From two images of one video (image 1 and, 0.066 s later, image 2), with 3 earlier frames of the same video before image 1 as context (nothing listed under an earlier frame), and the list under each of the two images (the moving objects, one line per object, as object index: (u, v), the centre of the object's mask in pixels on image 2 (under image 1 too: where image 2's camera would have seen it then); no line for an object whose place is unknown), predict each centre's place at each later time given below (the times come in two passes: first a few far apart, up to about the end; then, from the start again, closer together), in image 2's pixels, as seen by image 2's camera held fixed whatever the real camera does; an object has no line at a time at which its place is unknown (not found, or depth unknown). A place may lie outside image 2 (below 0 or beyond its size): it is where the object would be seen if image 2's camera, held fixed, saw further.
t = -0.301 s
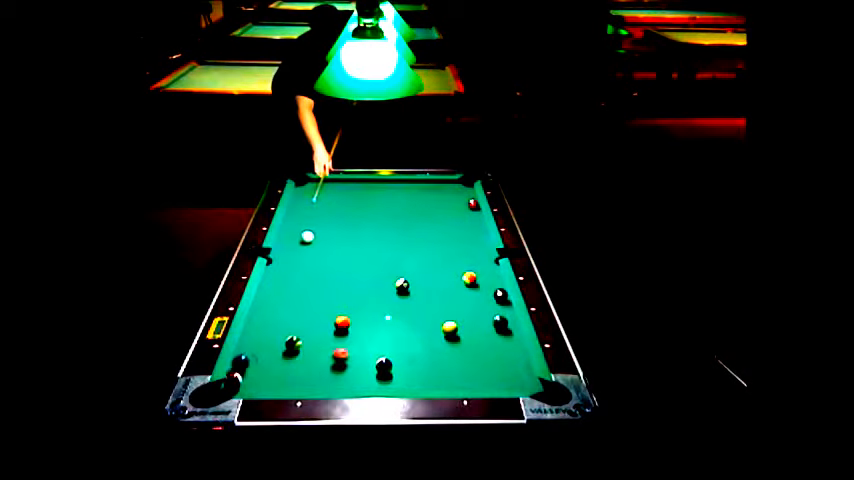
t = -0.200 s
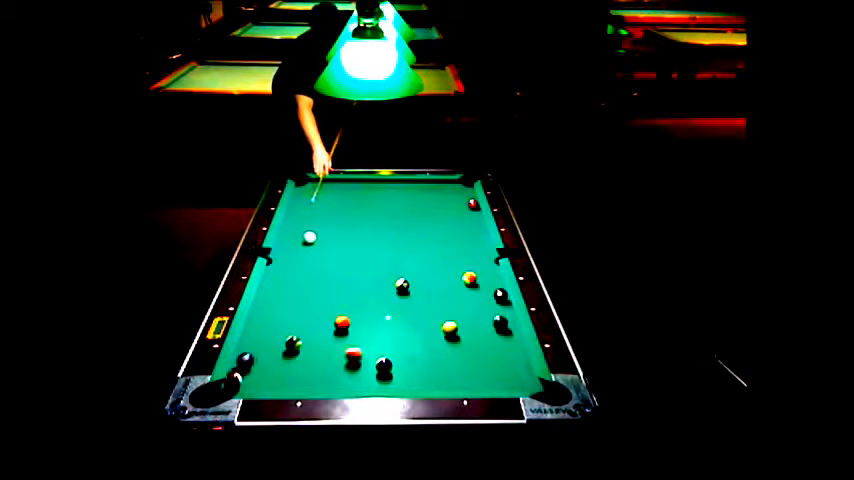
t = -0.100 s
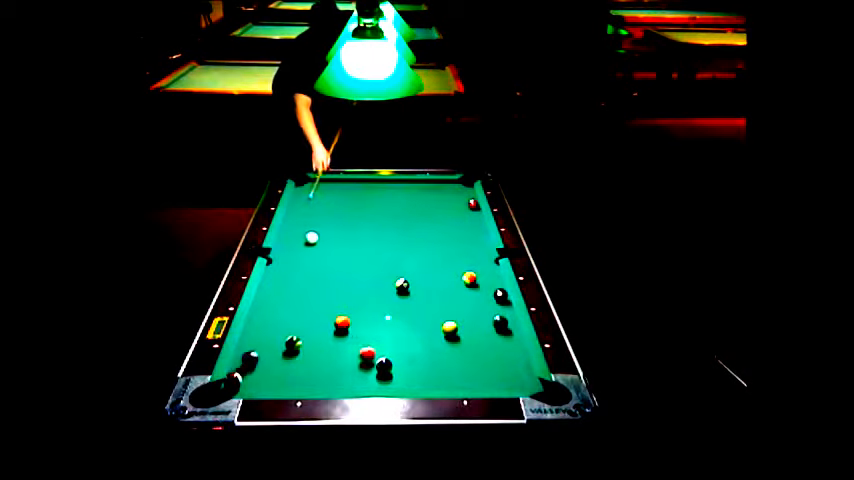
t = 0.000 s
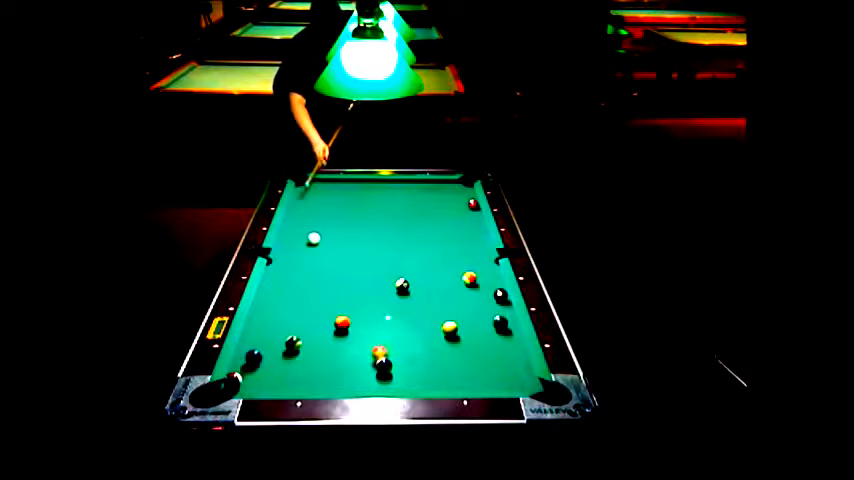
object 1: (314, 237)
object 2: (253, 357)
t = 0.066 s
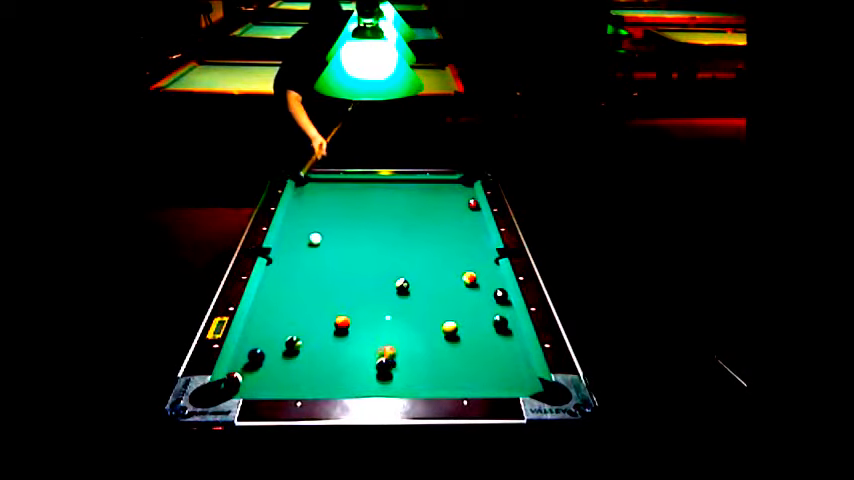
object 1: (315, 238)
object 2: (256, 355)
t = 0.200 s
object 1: (318, 238)
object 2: (261, 353)
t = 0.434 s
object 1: (321, 239)
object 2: (268, 350)
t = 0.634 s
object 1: (324, 240)
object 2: (273, 347)
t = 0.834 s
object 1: (325, 241)
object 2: (277, 346)
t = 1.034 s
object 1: (327, 241)
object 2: (277, 345)
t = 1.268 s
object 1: (327, 241)
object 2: (278, 346)
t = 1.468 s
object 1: (327, 241)
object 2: (278, 346)
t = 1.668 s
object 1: (327, 241)
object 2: (278, 345)
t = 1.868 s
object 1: (327, 241)
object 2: (278, 345)
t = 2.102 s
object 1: (327, 241)
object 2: (278, 345)
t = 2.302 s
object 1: (327, 241)
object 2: (278, 345)
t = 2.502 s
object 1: (327, 241)
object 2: (278, 346)
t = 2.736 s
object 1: (327, 241)
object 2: (278, 346)
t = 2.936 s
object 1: (327, 241)
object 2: (278, 346)
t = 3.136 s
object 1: (327, 241)
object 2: (278, 346)
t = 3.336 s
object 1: (327, 241)
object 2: (278, 346)
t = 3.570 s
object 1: (327, 241)
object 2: (278, 346)
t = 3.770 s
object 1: (327, 241)
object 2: (278, 346)
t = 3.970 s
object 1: (327, 241)
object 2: (278, 346)
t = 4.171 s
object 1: (327, 241)
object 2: (278, 346)
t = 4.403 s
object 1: (327, 241)
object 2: (278, 346)
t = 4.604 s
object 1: (327, 241)
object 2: (278, 346)
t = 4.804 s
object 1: (327, 241)
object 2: (278, 346)
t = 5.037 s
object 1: (327, 241)
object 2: (278, 346)
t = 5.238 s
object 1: (327, 241)
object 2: (278, 346)
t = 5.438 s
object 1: (327, 241)
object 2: (278, 346)
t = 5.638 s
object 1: (327, 241)
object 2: (278, 346)
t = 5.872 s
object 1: (327, 241)
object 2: (278, 346)
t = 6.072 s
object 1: (327, 241)
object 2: (278, 346)
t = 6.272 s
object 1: (327, 241)
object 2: (278, 346)
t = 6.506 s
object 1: (327, 241)
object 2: (278, 346)
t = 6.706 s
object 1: (327, 241)
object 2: (278, 346)
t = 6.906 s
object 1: (327, 241)
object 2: (278, 346)
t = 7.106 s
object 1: (327, 241)
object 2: (278, 346)
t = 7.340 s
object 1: (327, 241)
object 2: (278, 346)
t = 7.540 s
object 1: (327, 241)
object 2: (278, 346)
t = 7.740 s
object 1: (327, 241)
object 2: (278, 346)
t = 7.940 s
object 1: (327, 241)
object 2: (278, 346)
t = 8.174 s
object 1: (327, 241)
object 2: (278, 346)
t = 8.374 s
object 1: (327, 241)
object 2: (278, 346)
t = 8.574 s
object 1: (327, 241)
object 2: (278, 346)
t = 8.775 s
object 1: (327, 241)
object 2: (278, 346)
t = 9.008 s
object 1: (327, 241)
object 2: (278, 346)
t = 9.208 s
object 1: (327, 241)
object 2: (278, 346)
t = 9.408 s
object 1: (327, 241)
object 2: (278, 346)
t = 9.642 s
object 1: (327, 241)
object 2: (278, 346)
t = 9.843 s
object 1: (327, 241)
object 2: (278, 346)
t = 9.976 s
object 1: (327, 241)
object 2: (278, 346)
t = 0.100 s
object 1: (316, 238)
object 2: (257, 355)
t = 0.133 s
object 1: (317, 238)
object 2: (258, 354)
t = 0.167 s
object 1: (317, 238)
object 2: (260, 354)
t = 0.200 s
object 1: (318, 238)
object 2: (261, 353)
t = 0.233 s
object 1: (318, 239)
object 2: (262, 353)
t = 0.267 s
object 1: (319, 239)
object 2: (263, 352)
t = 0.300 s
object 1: (319, 239)
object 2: (264, 351)
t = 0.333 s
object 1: (320, 239)
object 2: (265, 351)
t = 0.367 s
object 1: (320, 239)
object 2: (266, 351)
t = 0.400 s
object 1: (321, 239)
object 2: (267, 350)
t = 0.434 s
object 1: (321, 239)
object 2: (268, 350)
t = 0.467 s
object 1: (322, 239)
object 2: (269, 349)
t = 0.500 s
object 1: (322, 240)
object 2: (271, 349)
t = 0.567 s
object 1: (323, 240)
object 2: (272, 349)
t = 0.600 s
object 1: (323, 240)
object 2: (273, 348)
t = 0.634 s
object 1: (324, 240)
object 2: (273, 347)
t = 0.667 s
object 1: (324, 240)
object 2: (274, 348)
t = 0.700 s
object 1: (324, 240)
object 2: (275, 347)
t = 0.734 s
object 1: (325, 240)
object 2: (276, 347)
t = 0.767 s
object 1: (325, 240)
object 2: (276, 346)
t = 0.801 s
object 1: (325, 241)
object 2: (276, 346)
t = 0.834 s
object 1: (325, 241)
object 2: (277, 346)
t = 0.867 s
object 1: (326, 241)
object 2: (277, 346)
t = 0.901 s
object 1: (326, 241)
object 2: (277, 346)
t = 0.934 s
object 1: (326, 241)
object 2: (277, 346)
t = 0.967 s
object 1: (326, 241)
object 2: (277, 346)
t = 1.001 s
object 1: (326, 241)
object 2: (277, 345)
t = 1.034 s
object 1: (327, 241)
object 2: (277, 345)
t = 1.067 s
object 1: (327, 241)
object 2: (277, 345)
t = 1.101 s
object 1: (327, 241)
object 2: (277, 345)
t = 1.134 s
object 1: (327, 241)
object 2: (278, 346)
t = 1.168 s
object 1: (327, 241)
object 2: (278, 346)
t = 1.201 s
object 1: (327, 241)
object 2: (278, 346)
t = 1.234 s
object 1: (327, 241)
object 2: (278, 346)
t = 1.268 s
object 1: (327, 241)
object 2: (278, 346)
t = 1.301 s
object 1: (327, 241)
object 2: (278, 345)
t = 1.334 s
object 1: (327, 241)
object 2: (278, 346)
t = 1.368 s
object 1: (327, 241)
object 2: (278, 346)
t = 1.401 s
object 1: (327, 241)
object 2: (278, 346)
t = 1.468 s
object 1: (327, 241)
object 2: (278, 346)
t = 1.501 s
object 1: (327, 241)
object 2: (278, 346)
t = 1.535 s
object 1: (327, 241)
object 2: (278, 345)
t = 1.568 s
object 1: (327, 241)
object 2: (278, 346)
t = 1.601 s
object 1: (327, 241)
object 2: (278, 345)
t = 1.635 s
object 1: (327, 241)
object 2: (278, 345)
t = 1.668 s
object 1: (327, 241)
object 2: (278, 345)
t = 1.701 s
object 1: (327, 241)
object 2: (278, 345)
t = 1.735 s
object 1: (327, 241)
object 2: (278, 345)
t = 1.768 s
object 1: (327, 241)
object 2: (278, 345)
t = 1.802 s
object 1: (327, 241)
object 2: (278, 345)
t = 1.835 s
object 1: (327, 241)
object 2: (278, 345)
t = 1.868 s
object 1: (327, 241)
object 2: (278, 345)
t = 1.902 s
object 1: (327, 241)
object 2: (278, 345)
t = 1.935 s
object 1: (327, 241)
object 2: (278, 345)
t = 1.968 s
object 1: (327, 241)
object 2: (278, 345)
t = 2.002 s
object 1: (327, 241)
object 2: (278, 345)
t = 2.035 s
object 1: (327, 241)
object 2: (278, 345)
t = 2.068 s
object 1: (327, 241)
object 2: (278, 345)
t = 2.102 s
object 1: (327, 241)
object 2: (278, 345)
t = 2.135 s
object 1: (327, 241)
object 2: (278, 345)
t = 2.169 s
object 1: (327, 241)
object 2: (278, 345)
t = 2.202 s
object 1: (327, 241)
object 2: (278, 345)
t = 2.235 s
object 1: (327, 241)
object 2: (278, 345)
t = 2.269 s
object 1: (327, 241)
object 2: (278, 345)
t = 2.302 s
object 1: (327, 241)
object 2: (278, 345)
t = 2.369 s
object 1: (327, 241)
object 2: (278, 346)
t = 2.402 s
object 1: (327, 241)
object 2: (278, 346)
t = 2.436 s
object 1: (327, 241)
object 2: (278, 346)
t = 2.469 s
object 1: (327, 241)
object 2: (278, 346)
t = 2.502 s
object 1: (327, 241)
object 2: (278, 346)
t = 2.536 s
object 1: (327, 241)
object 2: (278, 346)
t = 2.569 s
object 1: (327, 241)
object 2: (278, 346)
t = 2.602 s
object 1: (327, 241)
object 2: (278, 346)
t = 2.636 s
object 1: (327, 241)
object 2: (278, 346)
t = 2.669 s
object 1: (327, 241)
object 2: (278, 346)
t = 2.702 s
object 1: (327, 241)
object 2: (278, 346)
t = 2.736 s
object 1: (327, 241)
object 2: (278, 346)
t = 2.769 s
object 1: (327, 241)
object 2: (278, 346)
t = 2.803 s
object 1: (327, 241)
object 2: (278, 346)
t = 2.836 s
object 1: (327, 241)
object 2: (278, 346)
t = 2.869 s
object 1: (327, 241)
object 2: (278, 346)
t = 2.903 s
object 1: (327, 241)
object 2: (278, 346)
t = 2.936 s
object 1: (327, 241)
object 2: (278, 346)
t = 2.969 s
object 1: (327, 241)
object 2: (278, 346)
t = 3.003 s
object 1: (327, 241)
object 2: (278, 346)
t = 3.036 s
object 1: (327, 241)
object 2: (278, 346)
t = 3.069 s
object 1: (327, 241)
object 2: (278, 346)
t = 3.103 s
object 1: (327, 241)
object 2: (278, 346)
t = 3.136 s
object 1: (327, 241)
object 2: (278, 346)
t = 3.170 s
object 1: (327, 241)
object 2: (278, 346)
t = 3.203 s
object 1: (327, 241)
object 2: (278, 346)
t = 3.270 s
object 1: (327, 241)
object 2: (278, 346)
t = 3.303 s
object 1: (327, 241)
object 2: (278, 346)
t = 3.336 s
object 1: (327, 241)
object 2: (278, 346)
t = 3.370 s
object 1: (327, 241)
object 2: (278, 346)
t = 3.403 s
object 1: (327, 241)
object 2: (278, 346)
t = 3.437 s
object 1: (327, 241)
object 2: (278, 346)
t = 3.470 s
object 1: (327, 241)
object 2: (278, 346)
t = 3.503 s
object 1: (327, 241)
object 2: (278, 346)
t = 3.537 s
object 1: (327, 241)
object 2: (278, 346)
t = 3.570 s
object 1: (327, 241)
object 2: (278, 346)
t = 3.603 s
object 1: (327, 241)
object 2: (278, 346)
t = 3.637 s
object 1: (327, 241)
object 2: (278, 346)
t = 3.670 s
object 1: (327, 241)
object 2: (278, 346)
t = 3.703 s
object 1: (327, 241)
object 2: (278, 346)
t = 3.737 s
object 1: (327, 241)
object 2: (278, 346)
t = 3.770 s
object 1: (327, 241)
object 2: (278, 346)
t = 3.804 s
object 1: (327, 241)
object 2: (278, 346)
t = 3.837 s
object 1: (327, 241)
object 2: (278, 346)
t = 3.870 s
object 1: (327, 241)
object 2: (278, 346)
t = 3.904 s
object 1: (327, 241)
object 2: (278, 346)
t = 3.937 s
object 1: (327, 241)
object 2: (278, 346)
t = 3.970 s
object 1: (327, 241)
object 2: (278, 346)
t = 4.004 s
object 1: (327, 241)
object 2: (278, 346)
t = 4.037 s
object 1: (327, 241)
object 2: (278, 346)
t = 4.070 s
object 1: (327, 241)
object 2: (278, 346)
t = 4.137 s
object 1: (327, 241)
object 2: (278, 346)
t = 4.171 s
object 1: (327, 241)
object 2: (278, 346)
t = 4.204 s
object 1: (327, 241)
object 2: (278, 346)
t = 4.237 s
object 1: (327, 241)
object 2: (278, 346)
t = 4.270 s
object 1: (327, 241)
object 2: (278, 346)
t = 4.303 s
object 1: (327, 241)
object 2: (278, 346)
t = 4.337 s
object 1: (327, 241)
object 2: (278, 346)
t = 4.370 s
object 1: (327, 241)
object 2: (278, 346)
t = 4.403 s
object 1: (327, 241)
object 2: (278, 346)
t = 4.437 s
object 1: (327, 241)
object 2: (278, 346)
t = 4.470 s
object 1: (327, 241)
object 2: (278, 346)
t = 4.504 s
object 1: (327, 241)
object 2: (278, 346)
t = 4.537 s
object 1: (327, 241)
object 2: (278, 346)
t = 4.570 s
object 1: (327, 241)
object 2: (278, 346)
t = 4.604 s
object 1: (327, 241)
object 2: (278, 346)
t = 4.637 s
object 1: (327, 241)
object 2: (278, 346)
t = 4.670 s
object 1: (327, 241)
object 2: (278, 346)
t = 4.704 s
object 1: (327, 241)
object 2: (278, 346)
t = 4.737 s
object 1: (327, 241)
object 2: (278, 346)
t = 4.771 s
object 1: (327, 241)
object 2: (278, 346)
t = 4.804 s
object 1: (327, 241)
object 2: (278, 346)
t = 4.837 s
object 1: (327, 241)
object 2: (278, 346)
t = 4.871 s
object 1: (327, 241)
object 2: (278, 346)
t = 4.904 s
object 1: (327, 241)
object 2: (278, 346)
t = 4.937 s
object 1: (327, 241)
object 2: (278, 346)
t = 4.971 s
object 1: (327, 241)
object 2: (278, 346)
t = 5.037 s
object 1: (327, 241)
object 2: (278, 346)
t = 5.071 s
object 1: (327, 241)
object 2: (278, 346)
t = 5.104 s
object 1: (327, 241)
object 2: (278, 346)
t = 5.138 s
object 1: (327, 241)
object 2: (278, 346)
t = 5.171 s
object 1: (327, 241)
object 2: (278, 346)
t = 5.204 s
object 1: (327, 241)
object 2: (278, 346)
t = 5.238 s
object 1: (327, 241)
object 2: (278, 346)
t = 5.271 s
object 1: (327, 241)
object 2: (278, 346)
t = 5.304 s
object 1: (327, 241)
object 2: (278, 346)
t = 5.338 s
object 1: (327, 241)
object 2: (278, 346)
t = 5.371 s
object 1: (327, 241)
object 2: (278, 346)
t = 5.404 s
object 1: (327, 241)
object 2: (278, 346)
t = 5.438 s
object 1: (327, 241)
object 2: (278, 346)
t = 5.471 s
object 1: (327, 241)
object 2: (278, 346)
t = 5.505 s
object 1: (327, 241)
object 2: (278, 346)
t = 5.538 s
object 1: (327, 241)
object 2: (278, 346)
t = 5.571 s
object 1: (327, 241)
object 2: (278, 346)
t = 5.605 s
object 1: (327, 241)
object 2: (278, 346)
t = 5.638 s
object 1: (327, 241)
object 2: (278, 346)
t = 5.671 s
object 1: (327, 241)
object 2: (278, 346)
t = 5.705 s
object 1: (327, 241)
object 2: (278, 346)
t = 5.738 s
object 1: (327, 241)
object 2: (278, 346)
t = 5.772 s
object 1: (327, 241)
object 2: (278, 346)
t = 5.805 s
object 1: (327, 241)
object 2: (278, 346)
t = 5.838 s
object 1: (327, 241)
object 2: (278, 346)
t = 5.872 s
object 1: (327, 241)
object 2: (278, 346)
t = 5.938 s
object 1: (327, 241)
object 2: (278, 346)
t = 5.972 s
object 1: (327, 241)
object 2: (278, 346)
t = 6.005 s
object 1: (327, 241)
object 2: (278, 346)
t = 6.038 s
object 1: (327, 241)
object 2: (278, 346)
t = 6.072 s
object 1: (327, 241)
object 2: (278, 346)
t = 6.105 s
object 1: (327, 241)
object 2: (278, 346)
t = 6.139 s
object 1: (327, 241)
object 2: (278, 346)
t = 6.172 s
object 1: (327, 241)
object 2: (278, 346)
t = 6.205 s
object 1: (327, 241)
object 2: (278, 346)
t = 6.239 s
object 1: (327, 241)
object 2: (278, 346)
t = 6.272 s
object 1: (327, 241)
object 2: (278, 346)
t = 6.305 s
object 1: (327, 241)
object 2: (278, 346)
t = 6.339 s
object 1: (327, 241)
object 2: (278, 346)
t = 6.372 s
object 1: (327, 241)
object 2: (278, 346)
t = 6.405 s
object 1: (327, 241)
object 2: (278, 346)
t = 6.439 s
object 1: (327, 241)
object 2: (278, 346)
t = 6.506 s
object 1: (327, 241)
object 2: (278, 346)
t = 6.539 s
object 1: (327, 241)
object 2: (278, 346)
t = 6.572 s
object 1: (327, 241)
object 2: (278, 346)
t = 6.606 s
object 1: (327, 241)
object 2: (278, 346)
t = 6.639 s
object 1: (327, 241)
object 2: (278, 346)
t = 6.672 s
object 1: (327, 241)
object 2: (278, 346)
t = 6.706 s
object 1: (327, 241)
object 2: (278, 346)
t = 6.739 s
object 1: (327, 241)
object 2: (278, 346)
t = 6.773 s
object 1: (327, 241)
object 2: (278, 346)
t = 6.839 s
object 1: (327, 241)
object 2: (278, 346)
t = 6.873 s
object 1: (327, 241)
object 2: (278, 346)
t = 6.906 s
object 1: (327, 241)
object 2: (278, 346)
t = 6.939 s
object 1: (327, 241)
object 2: (278, 346)
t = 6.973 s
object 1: (327, 241)
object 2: (278, 346)
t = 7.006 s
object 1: (327, 241)
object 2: (278, 346)
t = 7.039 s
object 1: (327, 241)
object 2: (278, 346)
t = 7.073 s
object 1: (327, 241)
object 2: (278, 346)
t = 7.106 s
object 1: (327, 241)
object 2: (278, 346)
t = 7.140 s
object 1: (327, 241)
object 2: (278, 346)
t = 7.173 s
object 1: (327, 241)
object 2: (278, 346)
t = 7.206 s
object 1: (327, 241)
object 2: (278, 346)
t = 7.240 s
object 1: (327, 241)
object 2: (278, 346)
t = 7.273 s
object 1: (327, 241)
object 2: (278, 346)
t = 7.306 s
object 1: (327, 241)
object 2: (278, 346)
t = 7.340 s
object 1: (327, 241)
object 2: (278, 346)
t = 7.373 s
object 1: (327, 241)
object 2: (278, 346)
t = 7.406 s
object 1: (327, 241)
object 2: (278, 346)
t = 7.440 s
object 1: (327, 241)
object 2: (278, 346)
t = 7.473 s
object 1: (327, 241)
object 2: (278, 346)
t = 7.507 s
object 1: (327, 241)
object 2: (278, 346)
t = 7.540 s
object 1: (327, 241)
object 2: (278, 346)
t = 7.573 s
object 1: (327, 241)
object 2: (278, 346)
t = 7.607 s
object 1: (327, 241)
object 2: (278, 346)
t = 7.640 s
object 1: (327, 241)
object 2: (278, 346)
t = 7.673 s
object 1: (327, 241)
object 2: (278, 346)
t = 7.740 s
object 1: (327, 241)
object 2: (278, 346)
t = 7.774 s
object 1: (327, 241)
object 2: (278, 346)
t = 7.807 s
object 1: (327, 241)
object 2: (278, 346)
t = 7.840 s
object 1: (327, 241)
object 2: (278, 346)
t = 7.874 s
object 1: (327, 241)
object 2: (278, 346)
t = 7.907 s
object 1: (327, 241)
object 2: (278, 346)
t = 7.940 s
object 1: (327, 241)
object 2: (278, 346)
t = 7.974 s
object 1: (327, 241)
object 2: (278, 346)
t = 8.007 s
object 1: (327, 241)
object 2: (278, 346)
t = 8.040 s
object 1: (327, 241)
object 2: (278, 346)
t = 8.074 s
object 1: (327, 241)
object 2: (278, 346)
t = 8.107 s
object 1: (327, 241)
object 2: (278, 346)
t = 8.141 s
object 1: (327, 241)
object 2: (278, 346)
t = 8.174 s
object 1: (327, 241)
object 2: (278, 346)
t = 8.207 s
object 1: (327, 241)
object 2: (278, 346)
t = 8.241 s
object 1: (327, 241)
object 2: (278, 346)
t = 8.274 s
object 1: (327, 241)
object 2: (278, 346)
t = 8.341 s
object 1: (327, 241)
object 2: (278, 346)
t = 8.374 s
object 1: (327, 241)
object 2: (278, 346)
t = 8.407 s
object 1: (327, 241)
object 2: (278, 346)
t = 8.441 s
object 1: (327, 241)
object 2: (278, 346)
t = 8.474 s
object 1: (327, 241)
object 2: (278, 346)
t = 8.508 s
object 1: (327, 241)
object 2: (278, 346)
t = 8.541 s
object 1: (327, 241)
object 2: (278, 346)
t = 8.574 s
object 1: (327, 241)
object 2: (278, 346)
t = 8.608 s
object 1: (327, 241)
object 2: (278, 346)
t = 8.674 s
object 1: (327, 241)
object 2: (278, 346)
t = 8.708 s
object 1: (327, 241)
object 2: (278, 346)
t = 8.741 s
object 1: (327, 241)
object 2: (278, 346)
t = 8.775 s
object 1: (327, 241)
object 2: (278, 346)
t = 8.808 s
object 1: (327, 241)
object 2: (278, 346)
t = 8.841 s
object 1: (327, 241)
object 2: (278, 346)
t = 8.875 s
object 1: (327, 241)
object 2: (278, 346)
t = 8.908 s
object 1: (327, 241)
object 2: (278, 346)
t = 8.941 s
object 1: (327, 241)
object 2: (278, 346)
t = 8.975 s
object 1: (327, 241)
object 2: (278, 346)
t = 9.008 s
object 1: (327, 241)
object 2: (278, 346)
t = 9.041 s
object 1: (327, 241)
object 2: (278, 346)
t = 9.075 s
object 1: (327, 241)
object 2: (278, 346)
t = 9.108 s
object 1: (327, 241)
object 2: (278, 346)
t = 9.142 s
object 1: (327, 241)
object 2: (278, 346)
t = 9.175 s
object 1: (327, 241)
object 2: (278, 346)
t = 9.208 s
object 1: (327, 241)
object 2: (278, 346)
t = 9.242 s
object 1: (327, 241)
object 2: (278, 346)
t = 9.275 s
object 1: (327, 241)
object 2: (278, 346)
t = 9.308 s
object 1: (327, 241)
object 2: (278, 346)
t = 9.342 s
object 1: (327, 241)
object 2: (278, 346)
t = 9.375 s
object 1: (327, 241)
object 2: (278, 346)
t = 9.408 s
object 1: (327, 241)
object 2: (278, 346)
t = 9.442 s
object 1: (327, 241)
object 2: (278, 346)
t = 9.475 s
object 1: (327, 241)
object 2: (278, 346)
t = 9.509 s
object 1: (327, 241)
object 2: (278, 346)
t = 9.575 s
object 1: (327, 241)
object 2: (278, 346)
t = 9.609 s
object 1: (327, 241)
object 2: (278, 346)
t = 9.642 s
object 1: (327, 241)
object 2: (278, 346)
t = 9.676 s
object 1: (327, 241)
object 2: (278, 346)
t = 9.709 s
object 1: (327, 241)
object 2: (278, 346)
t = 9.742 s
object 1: (327, 241)
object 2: (278, 346)
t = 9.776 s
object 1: (327, 241)
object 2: (278, 346)
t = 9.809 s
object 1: (327, 241)
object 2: (278, 346)
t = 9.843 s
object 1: (327, 241)
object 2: (278, 346)
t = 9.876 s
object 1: (327, 241)
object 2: (278, 346)
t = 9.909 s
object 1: (327, 241)
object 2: (278, 346)
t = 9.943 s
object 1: (327, 241)
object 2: (278, 346)
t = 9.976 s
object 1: (327, 241)
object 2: (278, 346)
